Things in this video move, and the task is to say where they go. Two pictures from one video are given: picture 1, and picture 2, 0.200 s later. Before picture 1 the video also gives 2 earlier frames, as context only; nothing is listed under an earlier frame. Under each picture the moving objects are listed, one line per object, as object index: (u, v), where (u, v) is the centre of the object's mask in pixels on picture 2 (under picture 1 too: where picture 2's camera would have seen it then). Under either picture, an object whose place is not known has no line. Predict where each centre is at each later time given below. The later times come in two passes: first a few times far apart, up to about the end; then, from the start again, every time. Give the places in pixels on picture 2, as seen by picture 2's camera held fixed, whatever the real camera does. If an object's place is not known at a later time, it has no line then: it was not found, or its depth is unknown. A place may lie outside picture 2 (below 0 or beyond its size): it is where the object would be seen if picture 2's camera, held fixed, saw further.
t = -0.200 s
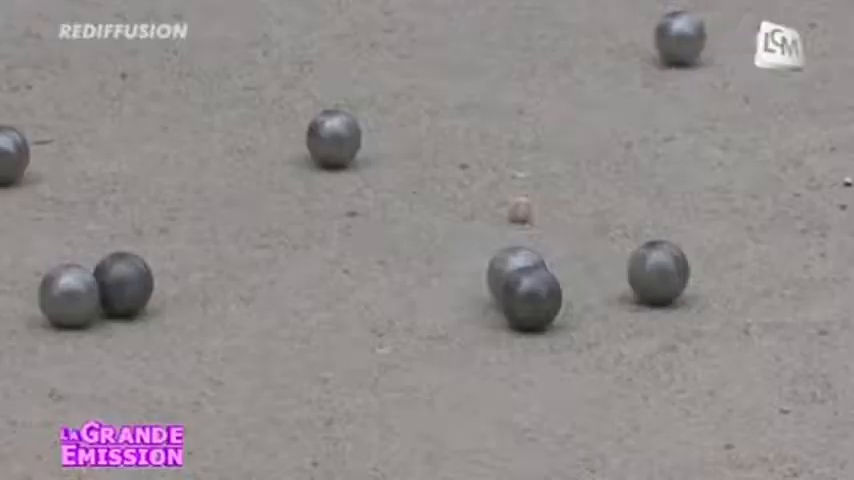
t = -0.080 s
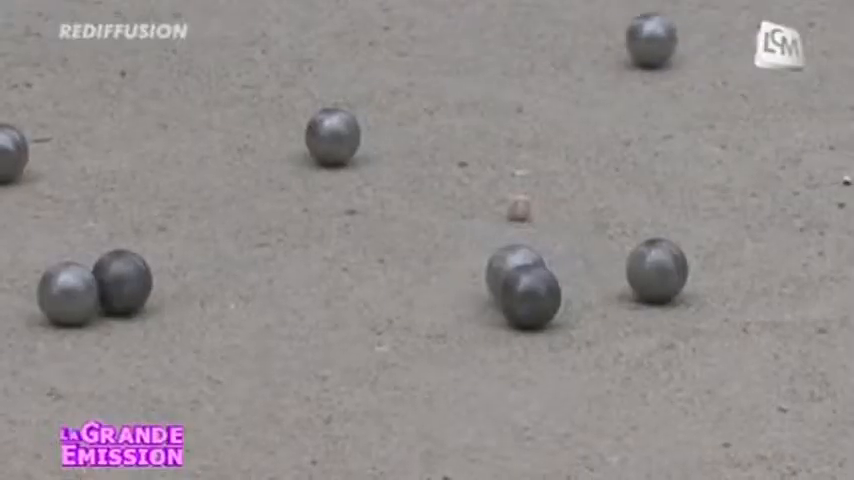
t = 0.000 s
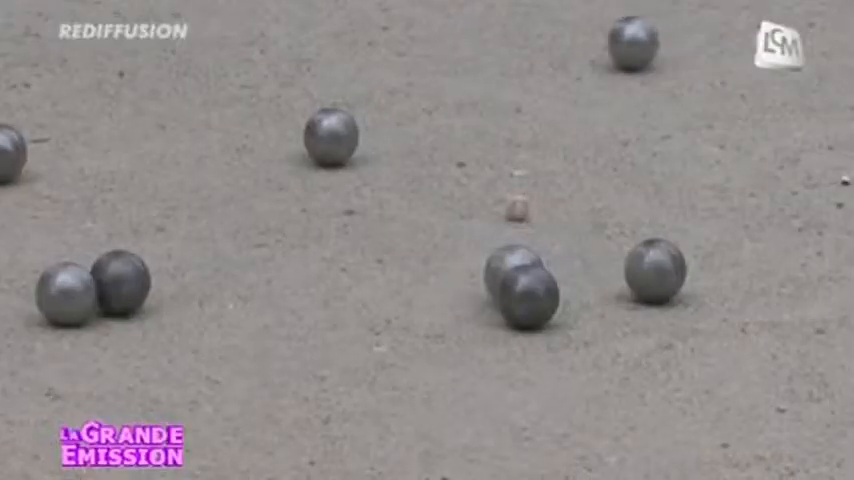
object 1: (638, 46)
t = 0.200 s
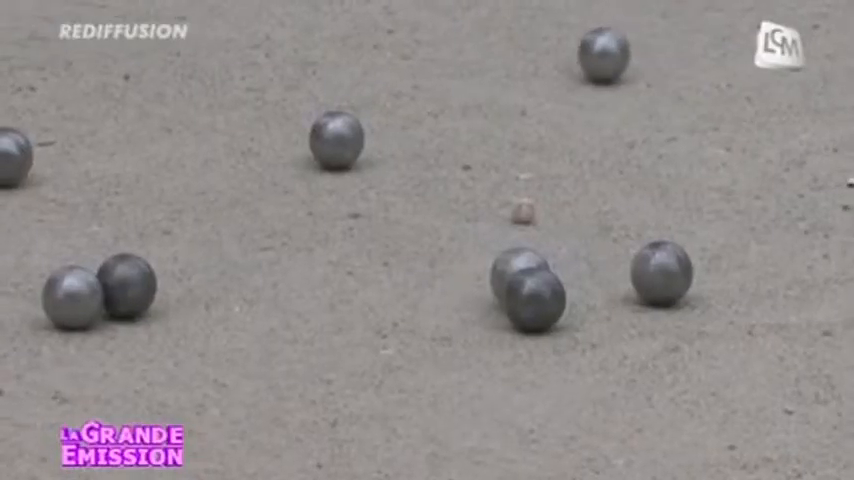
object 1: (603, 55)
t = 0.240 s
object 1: (597, 56)
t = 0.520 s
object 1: (562, 68)
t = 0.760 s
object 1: (540, 81)
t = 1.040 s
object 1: (527, 98)
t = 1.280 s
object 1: (517, 112)
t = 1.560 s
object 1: (500, 126)
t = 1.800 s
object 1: (481, 138)
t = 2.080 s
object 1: (483, 147)
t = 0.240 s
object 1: (597, 56)
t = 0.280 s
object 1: (591, 58)
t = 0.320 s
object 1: (585, 60)
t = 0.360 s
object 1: (579, 61)
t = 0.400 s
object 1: (574, 63)
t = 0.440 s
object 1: (571, 65)
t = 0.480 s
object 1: (566, 67)
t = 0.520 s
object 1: (562, 68)
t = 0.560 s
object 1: (558, 71)
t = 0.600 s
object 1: (553, 73)
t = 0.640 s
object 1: (549, 76)
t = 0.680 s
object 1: (546, 78)
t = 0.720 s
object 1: (543, 79)
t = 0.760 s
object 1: (540, 81)
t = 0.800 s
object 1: (536, 85)
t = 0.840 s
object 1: (533, 88)
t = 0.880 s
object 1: (532, 89)
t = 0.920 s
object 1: (531, 91)
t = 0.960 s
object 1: (530, 94)
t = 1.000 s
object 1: (528, 96)
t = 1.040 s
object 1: (527, 98)
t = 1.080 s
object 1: (526, 101)
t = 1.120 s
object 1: (524, 103)
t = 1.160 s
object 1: (523, 105)
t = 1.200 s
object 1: (521, 108)
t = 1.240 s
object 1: (518, 110)
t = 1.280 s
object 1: (517, 112)
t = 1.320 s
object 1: (515, 114)
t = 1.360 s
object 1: (512, 117)
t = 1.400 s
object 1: (510, 118)
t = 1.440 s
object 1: (507, 121)
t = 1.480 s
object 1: (505, 122)
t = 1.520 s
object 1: (502, 124)
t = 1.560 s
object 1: (500, 126)
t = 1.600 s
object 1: (497, 128)
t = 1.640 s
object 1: (494, 130)
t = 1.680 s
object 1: (491, 132)
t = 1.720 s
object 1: (488, 135)
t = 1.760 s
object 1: (485, 137)
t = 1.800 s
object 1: (481, 138)
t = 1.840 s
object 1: (480, 139)
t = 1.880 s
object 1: (479, 140)
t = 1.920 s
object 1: (480, 143)
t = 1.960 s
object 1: (481, 144)
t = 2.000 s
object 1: (481, 145)
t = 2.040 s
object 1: (482, 147)
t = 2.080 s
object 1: (483, 147)
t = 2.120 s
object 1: (484, 147)
